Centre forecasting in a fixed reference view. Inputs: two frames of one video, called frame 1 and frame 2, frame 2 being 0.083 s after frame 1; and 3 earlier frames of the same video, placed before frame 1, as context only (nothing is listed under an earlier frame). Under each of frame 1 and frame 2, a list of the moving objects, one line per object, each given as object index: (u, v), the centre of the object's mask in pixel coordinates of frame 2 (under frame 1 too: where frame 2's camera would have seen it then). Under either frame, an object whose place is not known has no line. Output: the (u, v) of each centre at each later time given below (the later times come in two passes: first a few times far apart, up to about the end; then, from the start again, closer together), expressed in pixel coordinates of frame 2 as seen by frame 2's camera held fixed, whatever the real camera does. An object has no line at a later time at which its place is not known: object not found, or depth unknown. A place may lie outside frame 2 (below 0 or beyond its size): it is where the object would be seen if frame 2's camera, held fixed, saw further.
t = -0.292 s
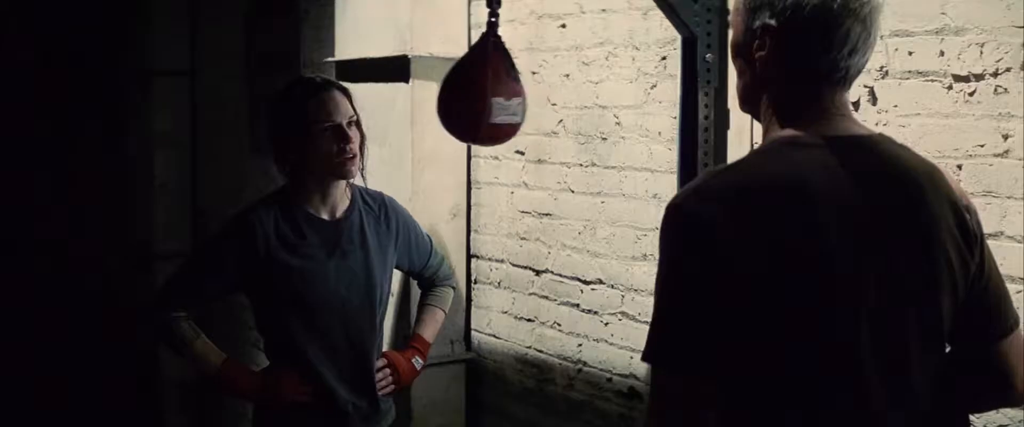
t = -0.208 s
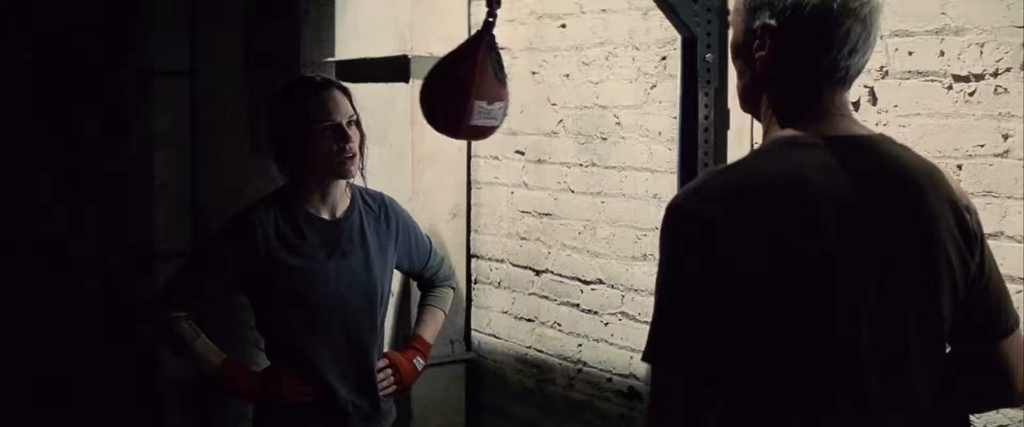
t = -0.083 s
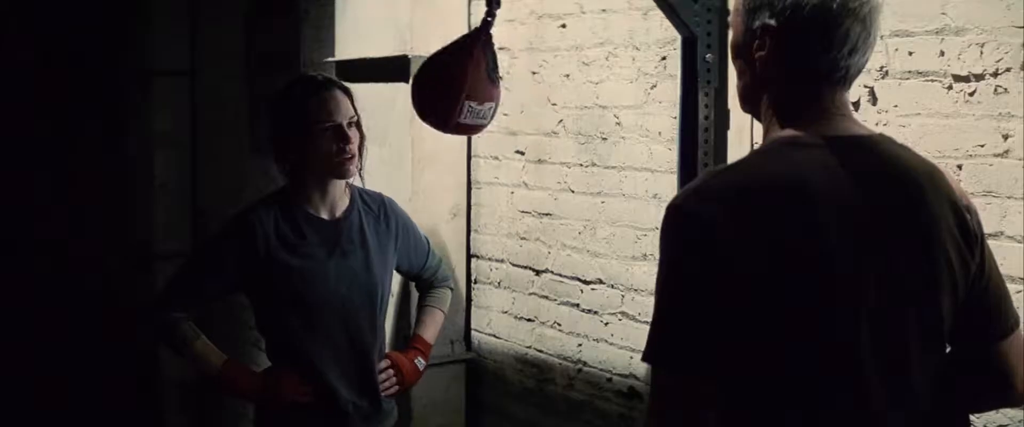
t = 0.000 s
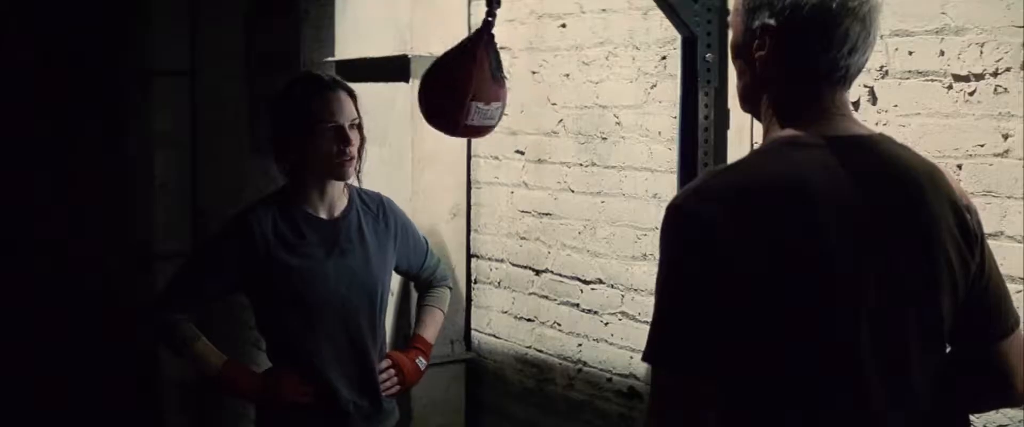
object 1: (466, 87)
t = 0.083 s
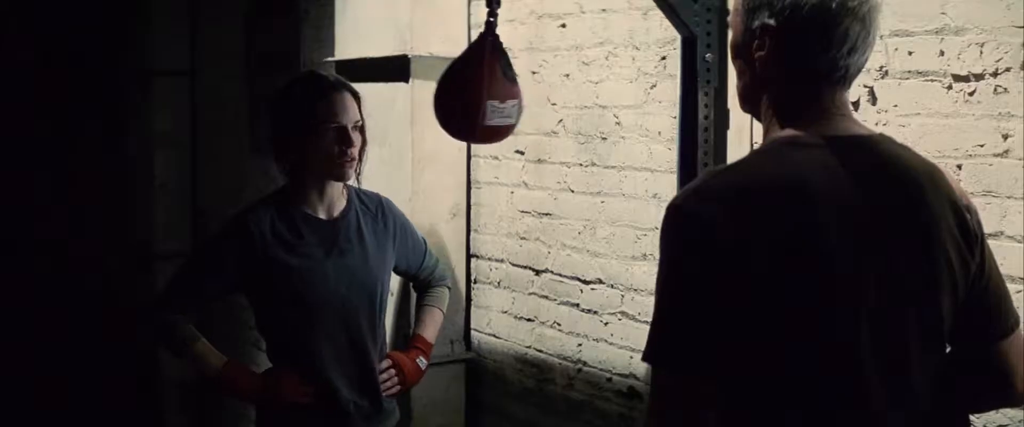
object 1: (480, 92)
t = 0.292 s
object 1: (520, 88)
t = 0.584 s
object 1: (500, 93)
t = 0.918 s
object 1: (465, 87)
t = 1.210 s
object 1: (513, 91)
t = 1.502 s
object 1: (504, 92)
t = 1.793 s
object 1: (467, 86)
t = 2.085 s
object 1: (499, 93)
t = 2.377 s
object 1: (512, 89)
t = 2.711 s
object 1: (471, 88)
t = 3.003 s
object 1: (494, 94)
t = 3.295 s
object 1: (511, 89)
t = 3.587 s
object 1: (478, 91)
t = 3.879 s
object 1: (485, 93)
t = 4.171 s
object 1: (511, 89)
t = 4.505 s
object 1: (482, 92)
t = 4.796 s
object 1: (483, 91)
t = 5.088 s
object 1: (507, 90)
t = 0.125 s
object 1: (489, 93)
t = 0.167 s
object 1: (498, 94)
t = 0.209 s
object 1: (507, 92)
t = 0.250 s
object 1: (514, 90)
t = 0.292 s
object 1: (520, 88)
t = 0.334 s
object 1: (524, 85)
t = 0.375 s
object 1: (525, 85)
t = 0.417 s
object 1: (524, 85)
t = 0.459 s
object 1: (521, 87)
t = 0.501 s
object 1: (515, 89)
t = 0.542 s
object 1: (508, 91)
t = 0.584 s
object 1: (500, 93)
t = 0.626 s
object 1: (491, 94)
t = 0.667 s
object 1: (482, 93)
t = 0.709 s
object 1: (475, 91)
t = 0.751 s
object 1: (469, 89)
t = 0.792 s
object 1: (465, 87)
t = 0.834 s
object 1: (463, 86)
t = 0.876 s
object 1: (463, 86)
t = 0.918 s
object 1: (465, 87)
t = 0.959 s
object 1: (469, 89)
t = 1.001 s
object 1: (475, 91)
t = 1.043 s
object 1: (482, 93)
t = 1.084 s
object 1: (490, 94)
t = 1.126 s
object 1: (498, 93)
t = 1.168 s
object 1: (506, 92)
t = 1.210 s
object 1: (513, 91)
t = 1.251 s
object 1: (518, 88)
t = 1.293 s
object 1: (520, 87)
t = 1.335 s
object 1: (521, 86)
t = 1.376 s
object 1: (519, 87)
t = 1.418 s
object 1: (516, 88)
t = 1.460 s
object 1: (511, 90)
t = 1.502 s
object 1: (504, 92)
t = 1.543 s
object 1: (497, 93)
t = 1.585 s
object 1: (489, 93)
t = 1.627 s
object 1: (482, 93)
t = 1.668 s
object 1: (475, 91)
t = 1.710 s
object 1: (471, 89)
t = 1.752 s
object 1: (468, 87)
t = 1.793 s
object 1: (467, 86)
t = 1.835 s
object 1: (467, 86)
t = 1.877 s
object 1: (469, 87)
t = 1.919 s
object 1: (473, 89)
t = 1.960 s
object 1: (479, 91)
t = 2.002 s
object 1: (485, 93)
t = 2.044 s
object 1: (492, 94)
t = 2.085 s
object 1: (499, 93)
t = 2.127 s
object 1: (506, 92)
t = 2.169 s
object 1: (511, 91)
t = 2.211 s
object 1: (515, 89)
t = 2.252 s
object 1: (517, 87)
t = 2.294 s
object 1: (517, 87)
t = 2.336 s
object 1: (516, 88)
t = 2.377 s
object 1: (512, 89)
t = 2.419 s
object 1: (507, 91)
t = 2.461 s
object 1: (502, 93)
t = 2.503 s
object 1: (495, 93)
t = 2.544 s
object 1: (488, 93)
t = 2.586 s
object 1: (482, 93)
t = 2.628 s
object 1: (477, 91)
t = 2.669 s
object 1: (473, 89)
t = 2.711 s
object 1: (471, 88)
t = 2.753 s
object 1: (470, 87)
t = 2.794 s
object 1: (471, 87)
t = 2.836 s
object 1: (473, 88)
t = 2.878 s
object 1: (477, 90)
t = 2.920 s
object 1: (482, 92)
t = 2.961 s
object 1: (488, 93)
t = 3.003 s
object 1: (494, 94)
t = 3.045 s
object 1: (500, 93)
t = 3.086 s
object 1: (505, 92)
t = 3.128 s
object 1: (509, 91)
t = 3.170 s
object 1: (512, 89)
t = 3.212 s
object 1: (513, 88)
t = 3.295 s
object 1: (511, 89)
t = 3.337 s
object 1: (508, 90)
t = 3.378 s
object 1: (504, 92)
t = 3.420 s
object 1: (498, 95)
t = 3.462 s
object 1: (493, 94)
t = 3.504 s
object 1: (487, 93)
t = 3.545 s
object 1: (482, 92)
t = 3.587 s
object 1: (478, 91)
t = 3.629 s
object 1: (475, 89)
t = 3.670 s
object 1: (473, 88)
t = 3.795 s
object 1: (477, 89)
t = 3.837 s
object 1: (480, 91)
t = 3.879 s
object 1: (485, 93)
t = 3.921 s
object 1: (489, 94)
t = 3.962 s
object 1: (495, 94)
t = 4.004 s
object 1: (500, 93)
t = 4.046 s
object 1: (504, 92)
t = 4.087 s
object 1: (508, 91)
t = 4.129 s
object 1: (510, 90)
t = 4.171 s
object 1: (511, 89)
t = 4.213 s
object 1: (510, 89)
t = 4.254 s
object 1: (508, 90)
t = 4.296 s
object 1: (505, 91)
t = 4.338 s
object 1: (501, 93)
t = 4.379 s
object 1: (496, 94)
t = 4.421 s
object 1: (491, 94)
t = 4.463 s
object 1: (486, 93)
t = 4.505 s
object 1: (482, 92)
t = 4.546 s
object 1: (479, 91)
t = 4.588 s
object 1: (477, 89)
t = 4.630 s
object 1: (476, 88)
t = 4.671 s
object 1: (476, 88)
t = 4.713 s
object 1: (477, 89)
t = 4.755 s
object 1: (479, 90)
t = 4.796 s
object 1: (483, 91)
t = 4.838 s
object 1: (487, 93)
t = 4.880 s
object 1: (491, 94)
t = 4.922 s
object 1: (495, 94)
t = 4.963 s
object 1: (500, 93)
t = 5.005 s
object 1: (503, 92)
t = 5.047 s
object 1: (506, 91)
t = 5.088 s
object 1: (507, 90)
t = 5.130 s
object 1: (508, 90)
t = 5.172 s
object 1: (507, 90)
